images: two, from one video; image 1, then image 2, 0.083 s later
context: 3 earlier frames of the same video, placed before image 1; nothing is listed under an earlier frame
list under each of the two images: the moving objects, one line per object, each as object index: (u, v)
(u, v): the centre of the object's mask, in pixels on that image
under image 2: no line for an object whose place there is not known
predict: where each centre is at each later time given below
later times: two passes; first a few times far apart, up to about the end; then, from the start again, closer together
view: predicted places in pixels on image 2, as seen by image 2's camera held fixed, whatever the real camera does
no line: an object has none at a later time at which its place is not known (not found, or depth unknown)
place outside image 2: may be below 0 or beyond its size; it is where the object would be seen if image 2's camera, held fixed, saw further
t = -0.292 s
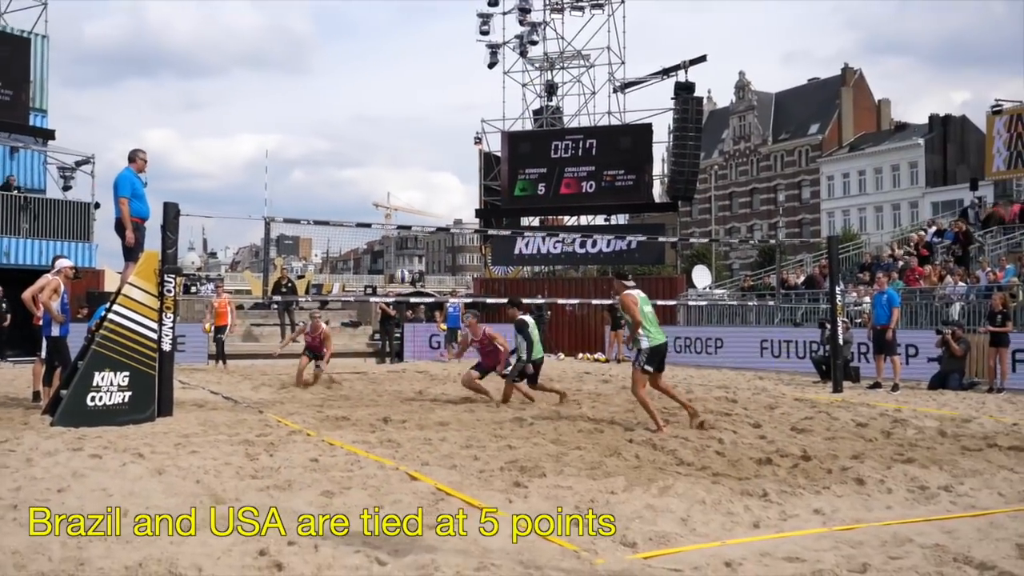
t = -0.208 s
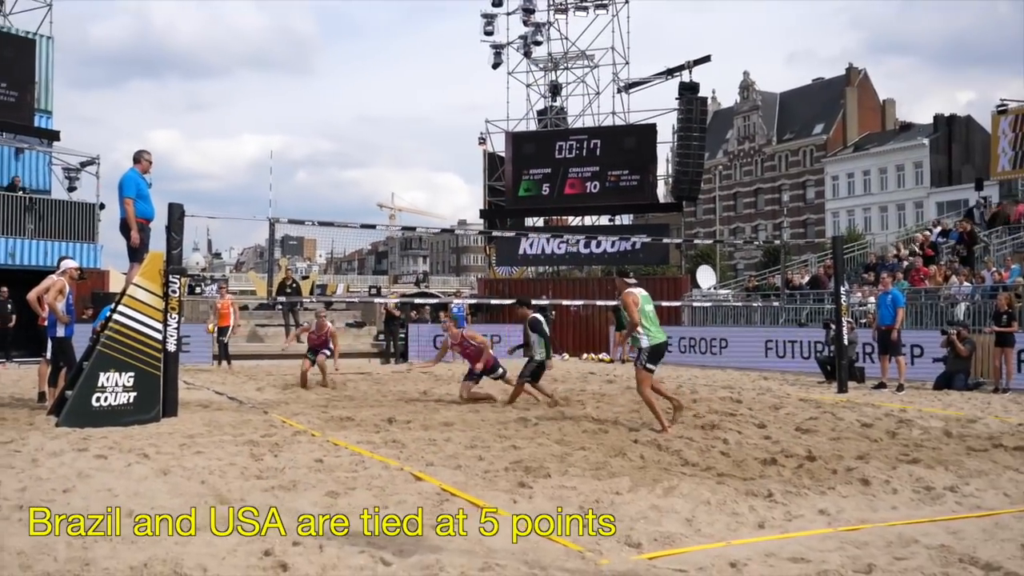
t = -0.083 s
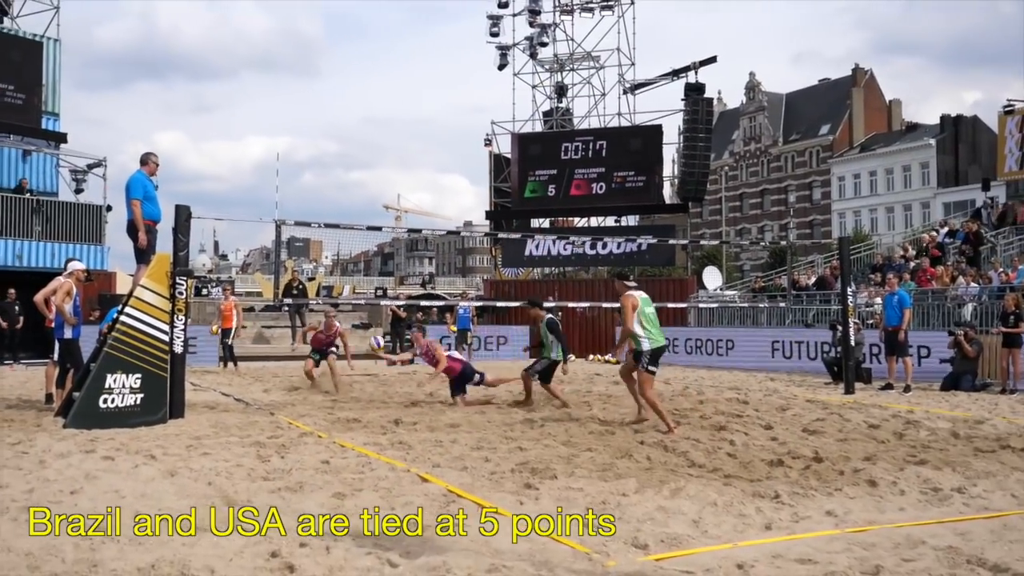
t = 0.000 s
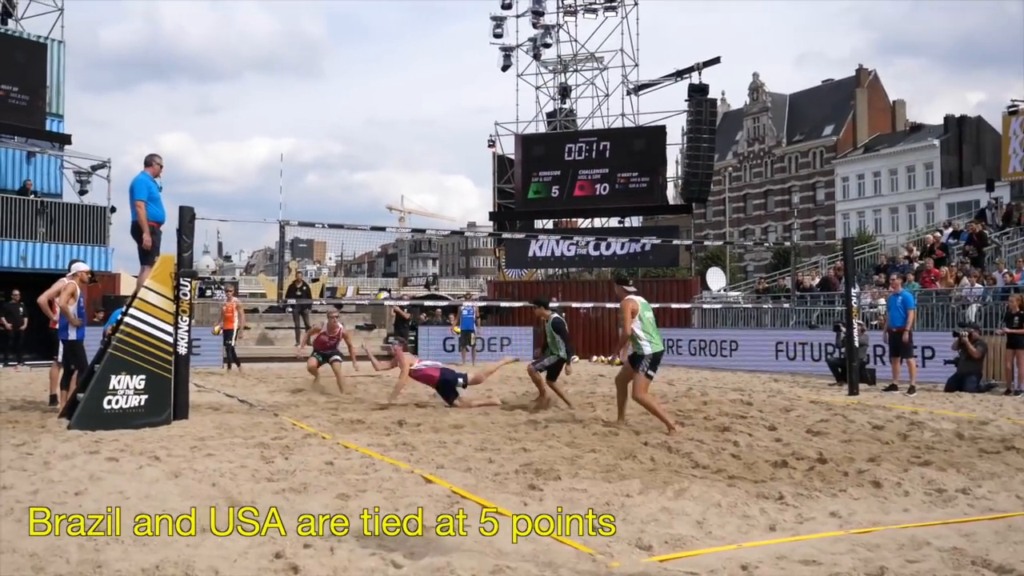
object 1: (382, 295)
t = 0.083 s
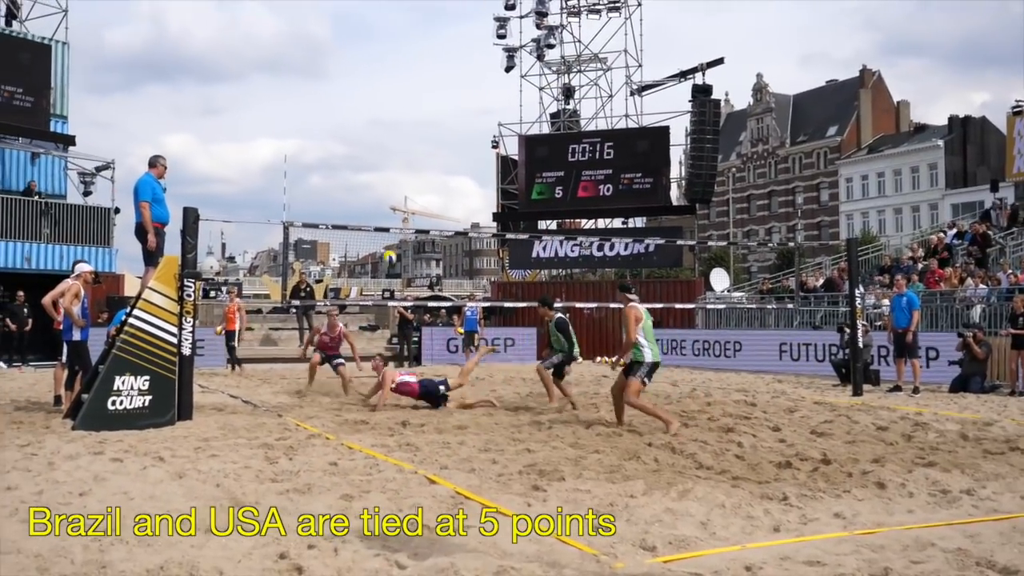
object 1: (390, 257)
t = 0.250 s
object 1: (393, 189)
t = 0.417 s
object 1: (398, 140)
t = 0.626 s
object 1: (404, 106)
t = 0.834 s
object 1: (413, 103)
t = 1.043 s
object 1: (420, 131)
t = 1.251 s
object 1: (428, 195)
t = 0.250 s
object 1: (393, 189)
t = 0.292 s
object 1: (393, 175)
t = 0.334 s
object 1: (395, 162)
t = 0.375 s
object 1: (396, 151)
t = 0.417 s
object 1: (398, 140)
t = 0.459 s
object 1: (399, 131)
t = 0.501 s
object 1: (401, 123)
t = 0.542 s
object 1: (402, 116)
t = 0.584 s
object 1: (403, 110)
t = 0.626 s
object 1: (404, 106)
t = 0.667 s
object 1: (406, 103)
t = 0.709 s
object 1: (408, 100)
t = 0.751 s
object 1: (409, 100)
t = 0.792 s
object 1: (411, 100)
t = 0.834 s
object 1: (413, 103)
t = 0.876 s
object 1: (414, 105)
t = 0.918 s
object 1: (416, 110)
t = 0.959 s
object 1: (417, 116)
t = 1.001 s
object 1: (419, 123)
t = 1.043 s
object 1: (420, 131)
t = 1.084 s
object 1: (422, 141)
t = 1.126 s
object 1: (424, 152)
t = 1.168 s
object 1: (425, 165)
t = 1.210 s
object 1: (426, 179)
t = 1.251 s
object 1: (428, 195)
